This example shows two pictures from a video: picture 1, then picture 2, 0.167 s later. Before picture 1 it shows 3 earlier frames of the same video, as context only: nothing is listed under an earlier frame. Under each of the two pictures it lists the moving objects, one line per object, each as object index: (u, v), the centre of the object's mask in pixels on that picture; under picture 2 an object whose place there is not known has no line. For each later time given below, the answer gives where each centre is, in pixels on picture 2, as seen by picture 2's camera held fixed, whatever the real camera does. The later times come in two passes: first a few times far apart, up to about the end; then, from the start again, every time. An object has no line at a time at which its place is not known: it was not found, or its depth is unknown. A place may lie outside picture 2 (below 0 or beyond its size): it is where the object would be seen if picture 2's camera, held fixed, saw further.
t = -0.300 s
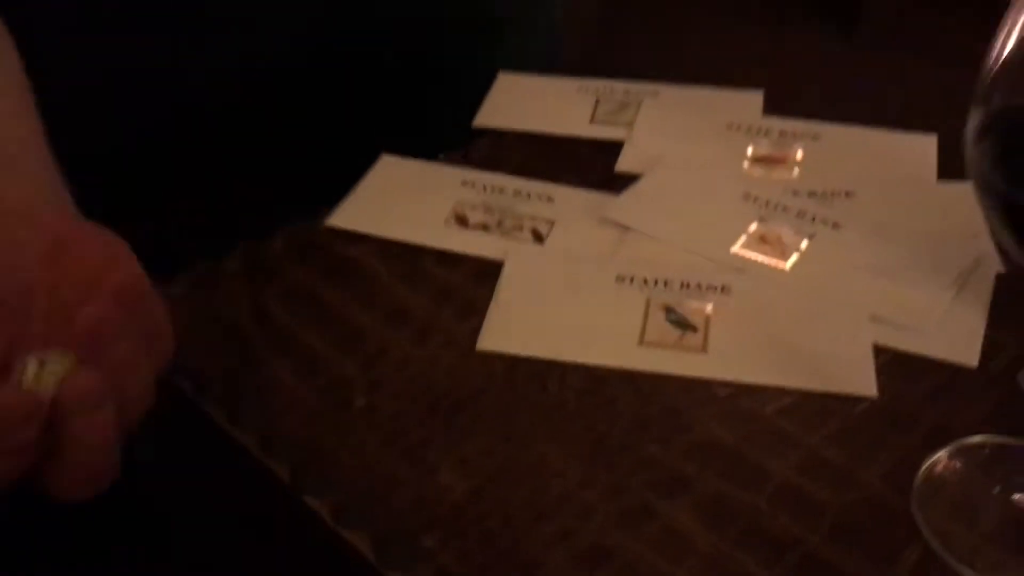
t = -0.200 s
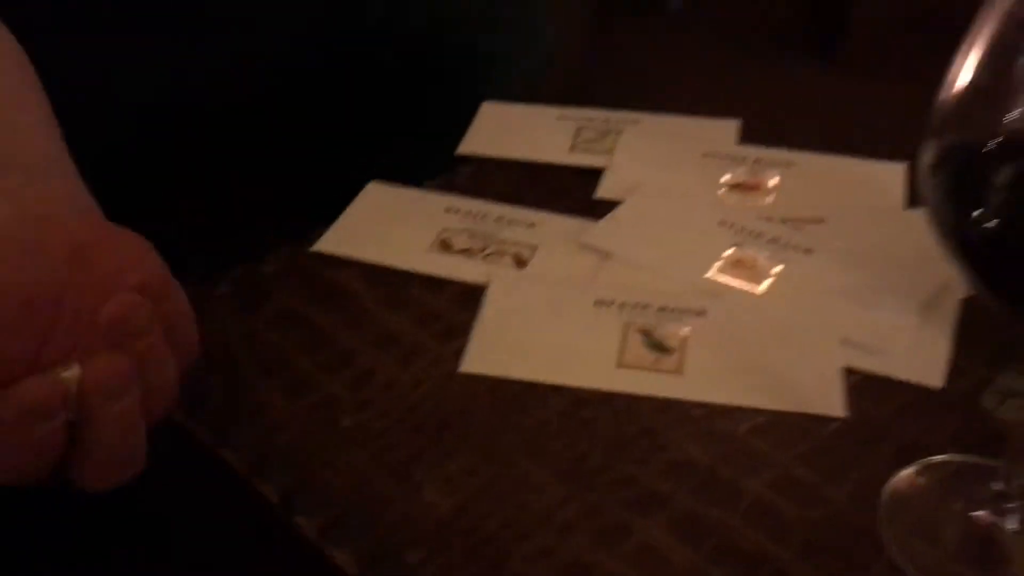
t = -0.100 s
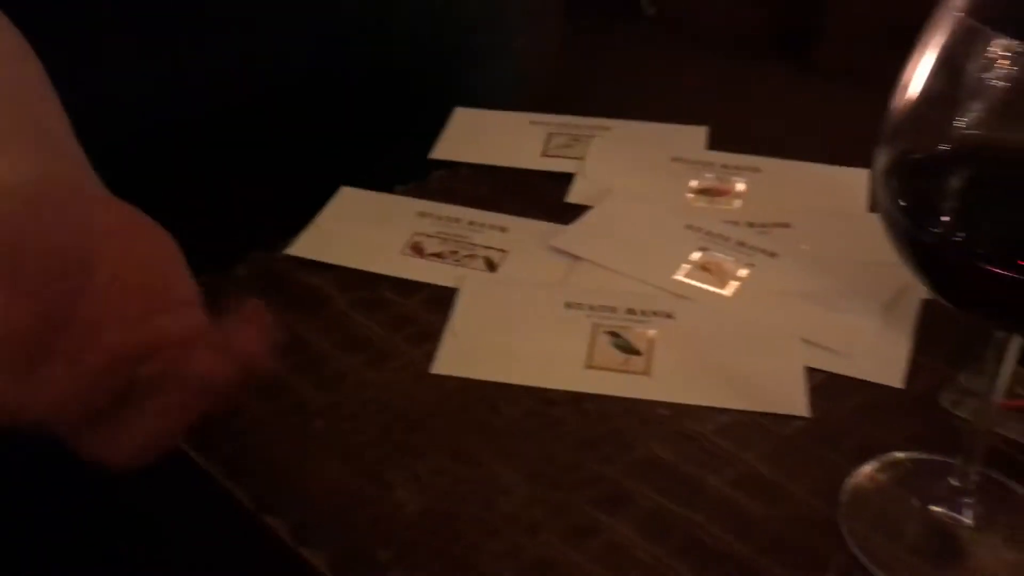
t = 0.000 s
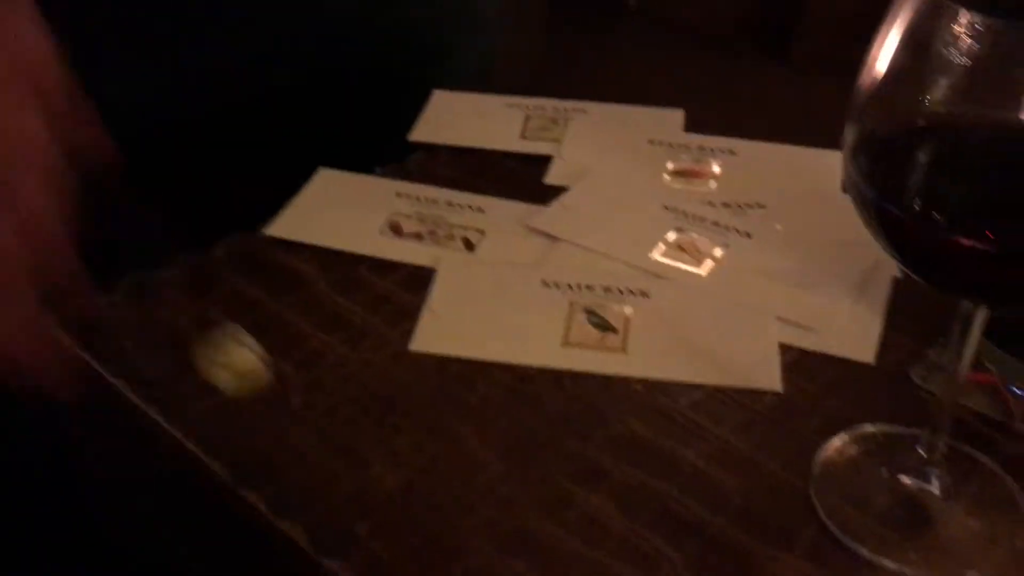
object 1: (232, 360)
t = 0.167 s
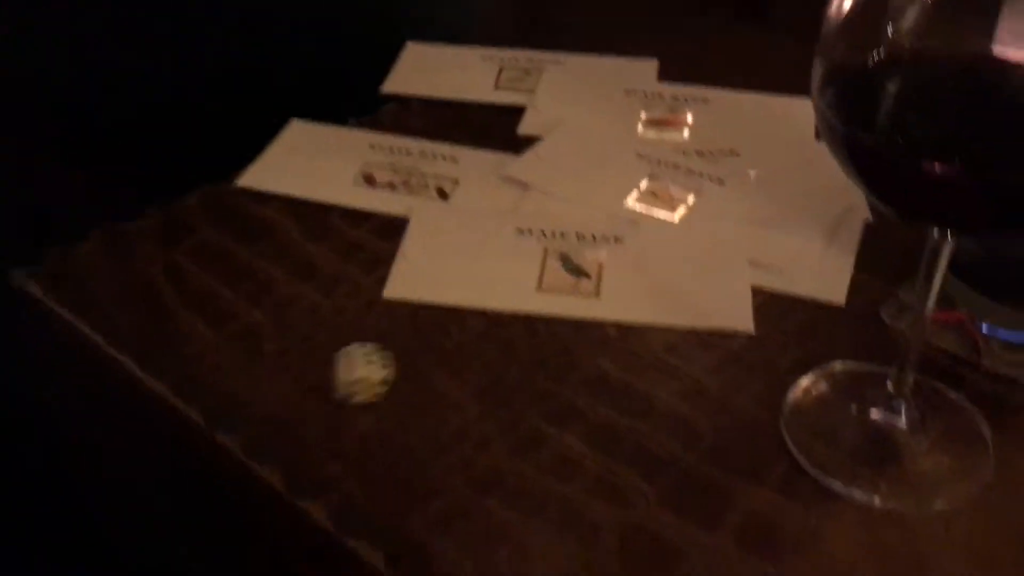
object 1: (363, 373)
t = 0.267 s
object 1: (416, 386)
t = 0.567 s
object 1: (495, 399)
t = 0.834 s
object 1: (496, 400)
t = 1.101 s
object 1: (496, 400)
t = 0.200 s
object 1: (383, 379)
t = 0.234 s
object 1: (402, 383)
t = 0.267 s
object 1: (416, 386)
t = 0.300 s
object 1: (430, 387)
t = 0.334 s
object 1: (442, 390)
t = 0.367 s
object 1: (452, 395)
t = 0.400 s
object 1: (466, 395)
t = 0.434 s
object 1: (479, 395)
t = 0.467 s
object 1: (488, 397)
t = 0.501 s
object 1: (493, 398)
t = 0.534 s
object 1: (495, 399)
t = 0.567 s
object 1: (495, 399)
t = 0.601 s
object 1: (495, 399)
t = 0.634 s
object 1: (495, 399)
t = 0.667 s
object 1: (495, 400)
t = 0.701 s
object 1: (496, 400)
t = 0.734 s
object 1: (496, 400)
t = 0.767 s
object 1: (496, 400)
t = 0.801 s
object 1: (496, 400)
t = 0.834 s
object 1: (496, 400)
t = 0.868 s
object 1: (496, 400)
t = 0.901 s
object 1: (495, 400)
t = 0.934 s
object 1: (495, 399)
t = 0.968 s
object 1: (496, 399)
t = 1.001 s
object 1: (495, 399)
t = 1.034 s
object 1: (495, 400)
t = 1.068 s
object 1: (495, 400)
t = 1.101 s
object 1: (496, 400)
